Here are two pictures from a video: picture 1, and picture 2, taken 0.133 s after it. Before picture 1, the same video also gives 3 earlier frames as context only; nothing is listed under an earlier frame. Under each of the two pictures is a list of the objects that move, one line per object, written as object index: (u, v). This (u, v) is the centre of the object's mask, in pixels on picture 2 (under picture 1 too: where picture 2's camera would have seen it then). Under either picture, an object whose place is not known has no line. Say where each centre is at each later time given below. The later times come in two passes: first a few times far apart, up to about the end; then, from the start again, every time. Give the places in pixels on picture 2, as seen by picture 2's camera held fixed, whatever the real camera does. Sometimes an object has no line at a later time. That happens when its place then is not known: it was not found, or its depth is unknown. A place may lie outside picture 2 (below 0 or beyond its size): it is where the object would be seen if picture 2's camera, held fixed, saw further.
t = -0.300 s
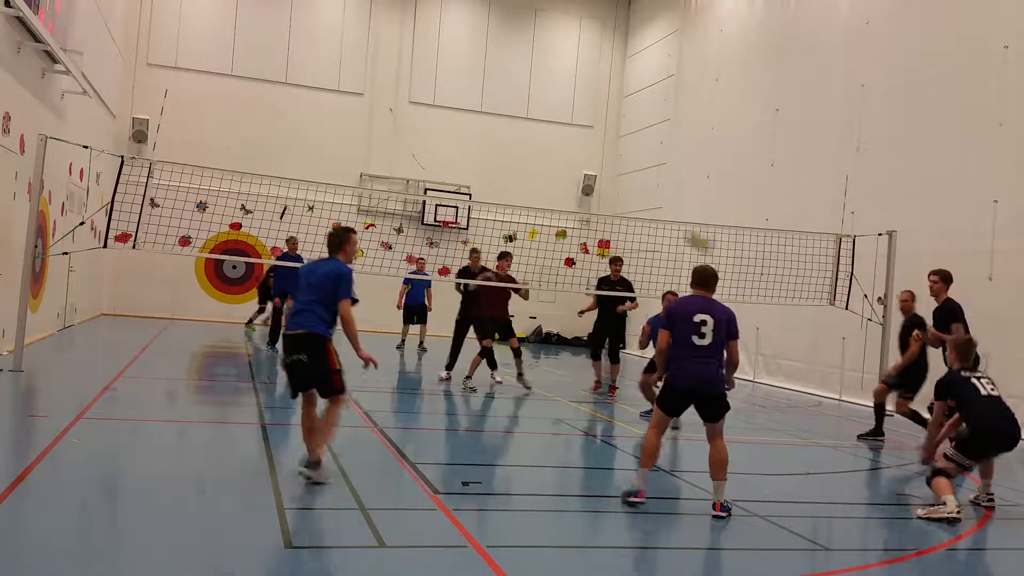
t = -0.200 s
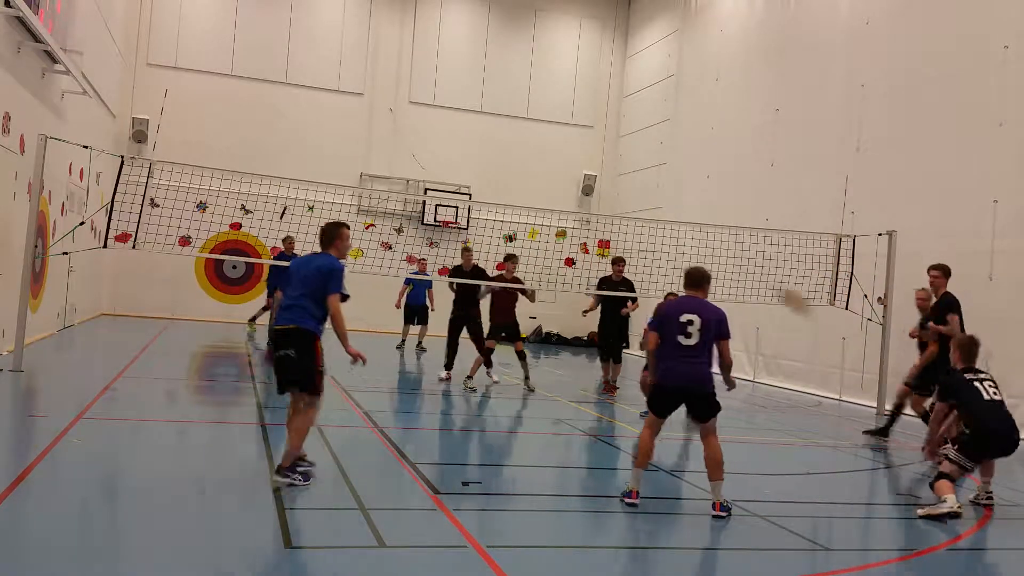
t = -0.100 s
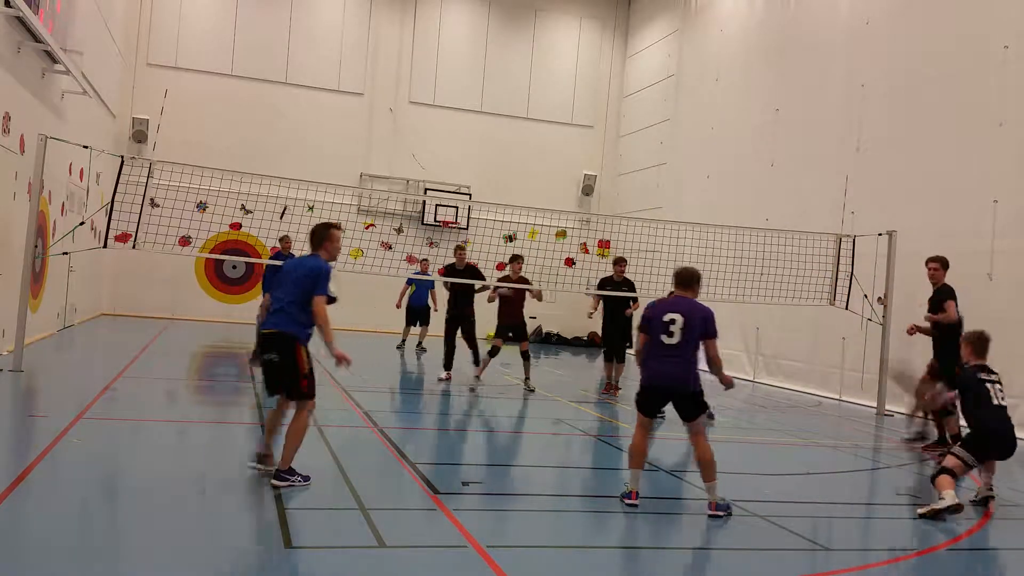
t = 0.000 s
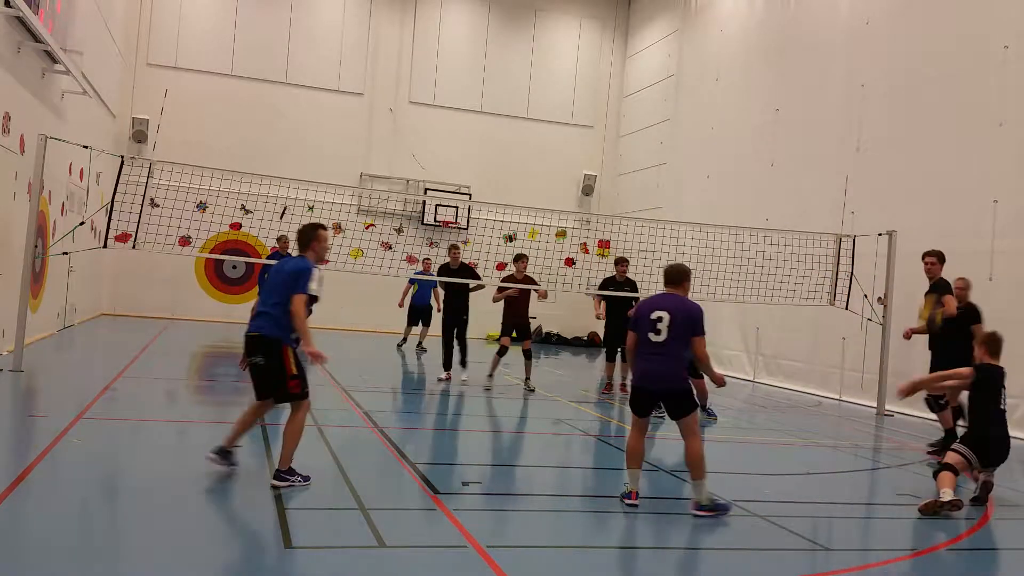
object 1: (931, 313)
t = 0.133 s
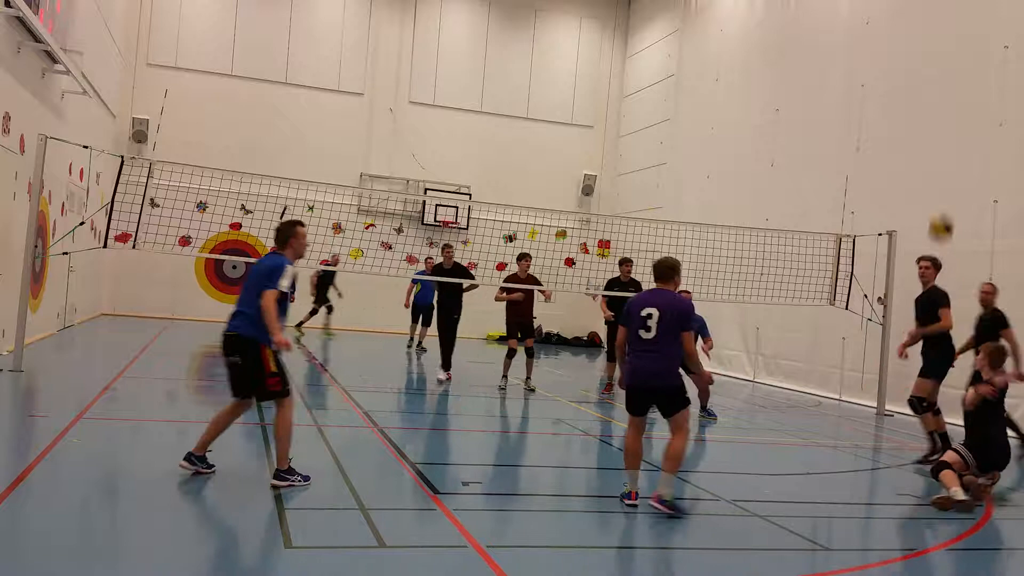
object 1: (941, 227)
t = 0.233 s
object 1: (947, 180)
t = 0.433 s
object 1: (959, 126)
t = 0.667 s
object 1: (970, 117)
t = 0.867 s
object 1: (975, 147)
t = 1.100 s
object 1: (978, 217)
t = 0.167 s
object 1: (944, 209)
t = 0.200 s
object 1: (945, 194)
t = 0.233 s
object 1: (947, 180)
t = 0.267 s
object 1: (950, 167)
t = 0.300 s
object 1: (952, 157)
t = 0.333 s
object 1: (954, 147)
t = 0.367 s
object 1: (956, 140)
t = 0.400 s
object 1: (957, 131)
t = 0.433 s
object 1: (959, 126)
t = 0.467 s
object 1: (961, 122)
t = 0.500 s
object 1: (963, 119)
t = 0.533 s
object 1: (964, 117)
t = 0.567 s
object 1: (965, 115)
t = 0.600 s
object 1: (967, 114)
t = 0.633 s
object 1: (968, 116)
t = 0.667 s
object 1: (970, 117)
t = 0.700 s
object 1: (971, 120)
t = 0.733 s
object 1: (972, 123)
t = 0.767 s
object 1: (973, 128)
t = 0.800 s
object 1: (974, 134)
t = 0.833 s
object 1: (974, 140)
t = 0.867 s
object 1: (975, 147)
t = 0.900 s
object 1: (976, 154)
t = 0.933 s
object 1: (976, 163)
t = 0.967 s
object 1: (978, 173)
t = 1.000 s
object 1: (978, 184)
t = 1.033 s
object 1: (978, 195)
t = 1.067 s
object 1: (978, 206)
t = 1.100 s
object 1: (978, 217)
